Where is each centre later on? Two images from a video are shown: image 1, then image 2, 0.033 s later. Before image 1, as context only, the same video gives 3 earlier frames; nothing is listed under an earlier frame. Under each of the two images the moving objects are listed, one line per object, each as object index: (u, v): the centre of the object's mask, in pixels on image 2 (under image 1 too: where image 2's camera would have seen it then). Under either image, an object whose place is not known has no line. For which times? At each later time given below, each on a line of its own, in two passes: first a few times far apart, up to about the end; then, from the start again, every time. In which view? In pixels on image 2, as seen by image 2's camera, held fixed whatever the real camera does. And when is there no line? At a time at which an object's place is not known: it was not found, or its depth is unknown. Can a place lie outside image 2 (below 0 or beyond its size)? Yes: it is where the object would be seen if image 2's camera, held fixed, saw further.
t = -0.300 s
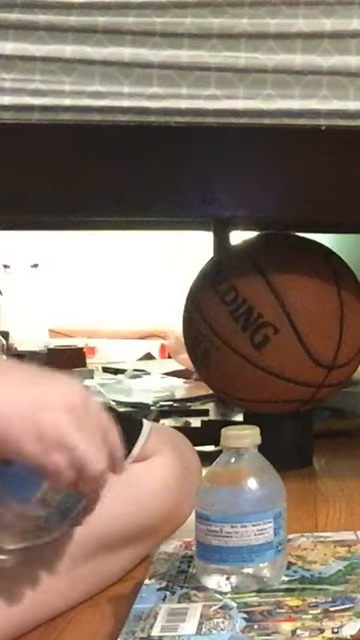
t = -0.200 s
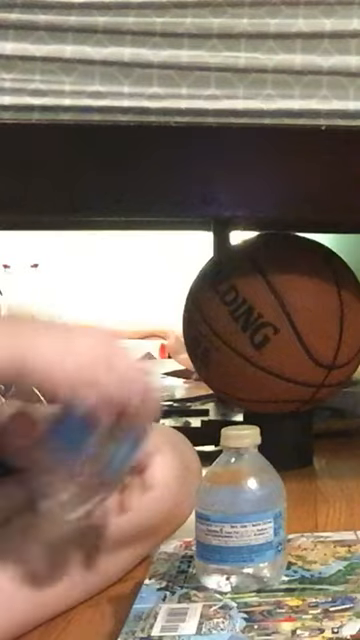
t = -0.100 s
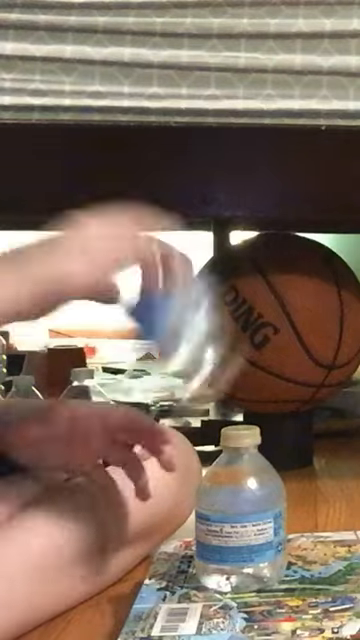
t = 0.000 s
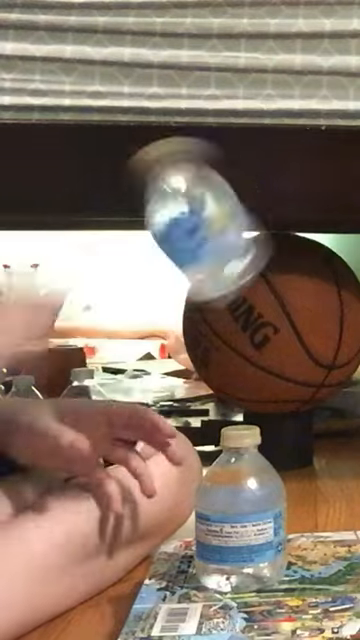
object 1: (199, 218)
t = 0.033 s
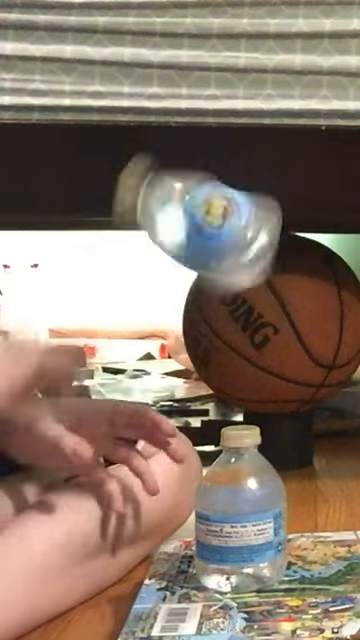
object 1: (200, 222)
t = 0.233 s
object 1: (232, 335)
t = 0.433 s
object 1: (230, 335)
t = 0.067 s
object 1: (220, 236)
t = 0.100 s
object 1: (237, 262)
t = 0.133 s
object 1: (235, 320)
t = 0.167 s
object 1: (234, 333)
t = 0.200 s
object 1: (233, 335)
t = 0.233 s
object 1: (232, 335)
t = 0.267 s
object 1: (230, 335)
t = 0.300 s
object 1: (228, 335)
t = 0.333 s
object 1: (226, 335)
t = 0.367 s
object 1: (226, 335)
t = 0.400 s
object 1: (227, 335)
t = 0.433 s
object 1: (230, 335)
